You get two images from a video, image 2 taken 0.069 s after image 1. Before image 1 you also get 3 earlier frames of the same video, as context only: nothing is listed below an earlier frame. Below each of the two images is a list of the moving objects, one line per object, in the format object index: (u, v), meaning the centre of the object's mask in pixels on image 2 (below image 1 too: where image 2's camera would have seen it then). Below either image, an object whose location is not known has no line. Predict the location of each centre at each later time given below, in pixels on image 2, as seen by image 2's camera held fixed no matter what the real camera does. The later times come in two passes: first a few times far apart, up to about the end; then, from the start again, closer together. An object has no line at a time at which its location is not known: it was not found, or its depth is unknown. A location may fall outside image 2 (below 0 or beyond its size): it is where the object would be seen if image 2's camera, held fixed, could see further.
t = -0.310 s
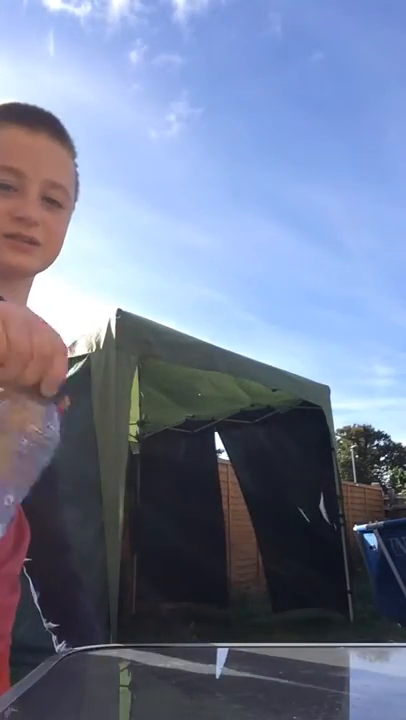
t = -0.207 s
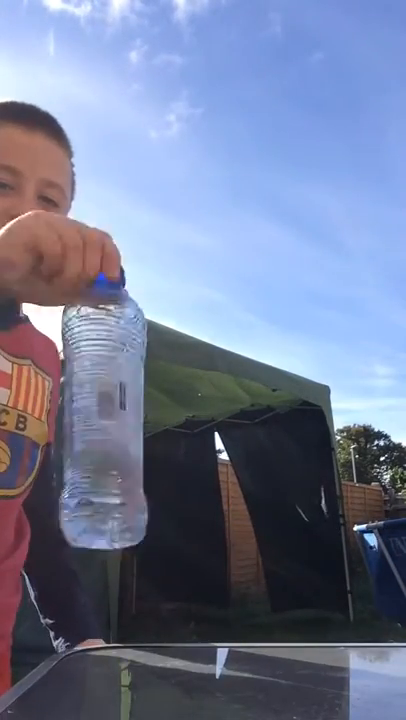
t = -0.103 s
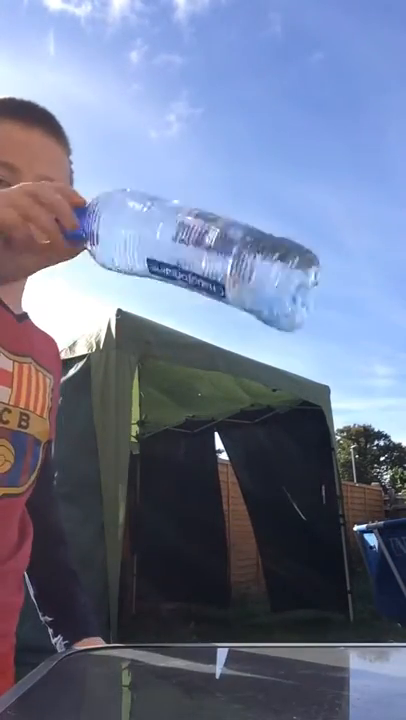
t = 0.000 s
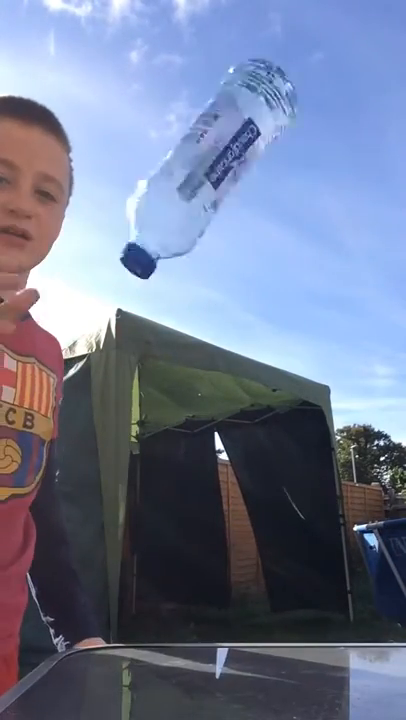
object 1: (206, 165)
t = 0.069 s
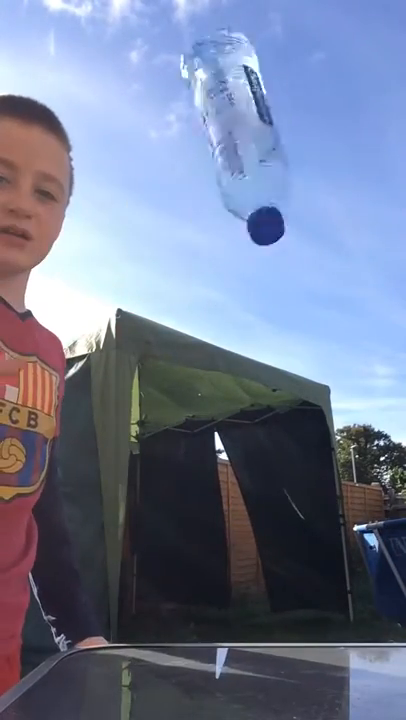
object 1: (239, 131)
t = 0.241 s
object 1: (243, 161)
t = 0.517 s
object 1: (127, 581)
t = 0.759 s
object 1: (77, 646)
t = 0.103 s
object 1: (252, 119)
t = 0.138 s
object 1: (261, 114)
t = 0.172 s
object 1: (261, 117)
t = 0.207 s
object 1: (255, 133)
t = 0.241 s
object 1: (243, 161)
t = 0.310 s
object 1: (207, 264)
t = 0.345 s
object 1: (188, 343)
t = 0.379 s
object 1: (170, 444)
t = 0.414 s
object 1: (154, 571)
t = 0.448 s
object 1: (140, 577)
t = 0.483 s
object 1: (134, 579)
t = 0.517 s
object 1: (127, 581)
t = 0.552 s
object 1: (119, 583)
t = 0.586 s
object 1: (108, 587)
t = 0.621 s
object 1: (96, 596)
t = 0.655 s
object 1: (85, 611)
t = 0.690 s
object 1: (81, 633)
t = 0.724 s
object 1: (77, 648)
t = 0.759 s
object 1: (77, 646)
